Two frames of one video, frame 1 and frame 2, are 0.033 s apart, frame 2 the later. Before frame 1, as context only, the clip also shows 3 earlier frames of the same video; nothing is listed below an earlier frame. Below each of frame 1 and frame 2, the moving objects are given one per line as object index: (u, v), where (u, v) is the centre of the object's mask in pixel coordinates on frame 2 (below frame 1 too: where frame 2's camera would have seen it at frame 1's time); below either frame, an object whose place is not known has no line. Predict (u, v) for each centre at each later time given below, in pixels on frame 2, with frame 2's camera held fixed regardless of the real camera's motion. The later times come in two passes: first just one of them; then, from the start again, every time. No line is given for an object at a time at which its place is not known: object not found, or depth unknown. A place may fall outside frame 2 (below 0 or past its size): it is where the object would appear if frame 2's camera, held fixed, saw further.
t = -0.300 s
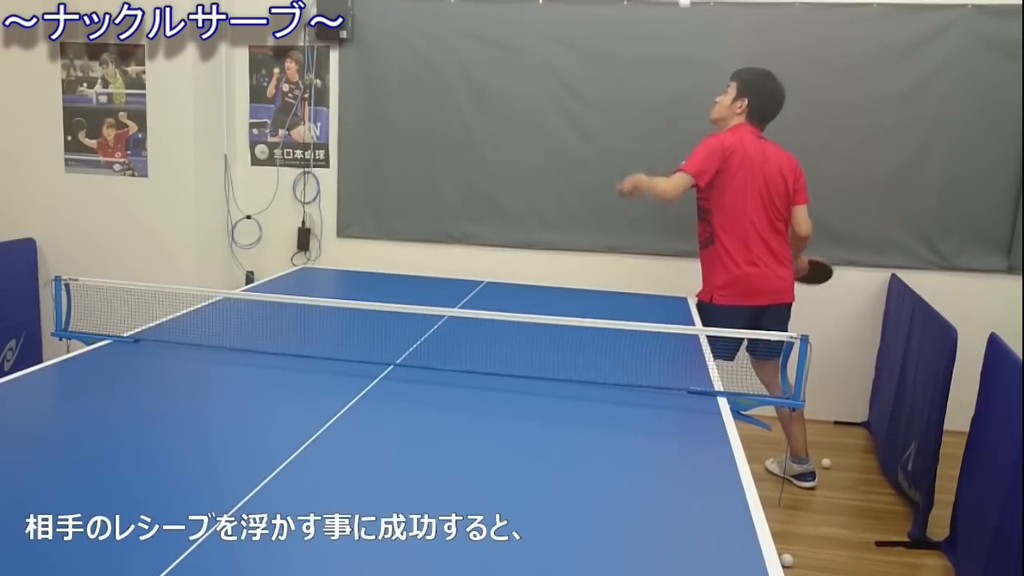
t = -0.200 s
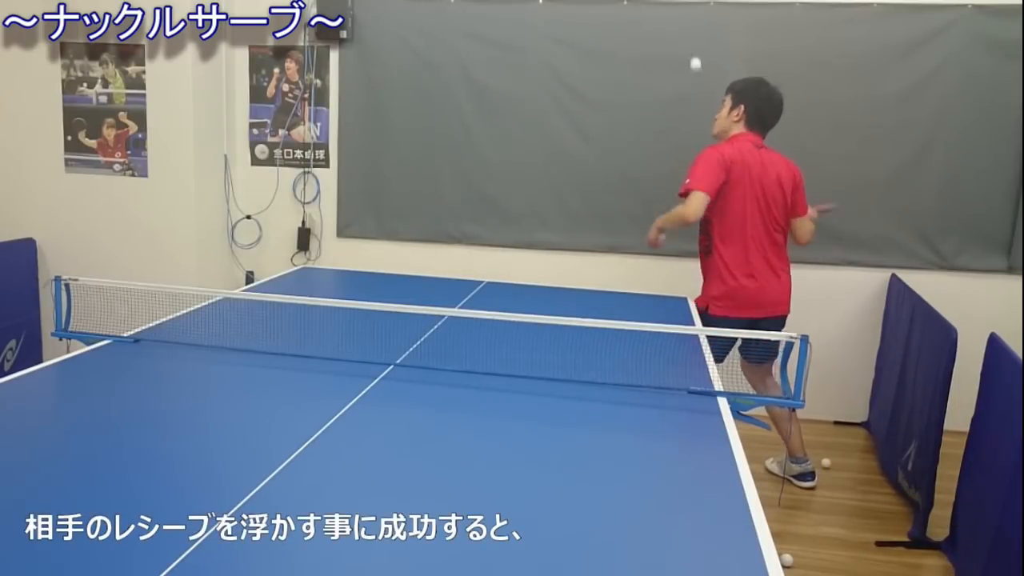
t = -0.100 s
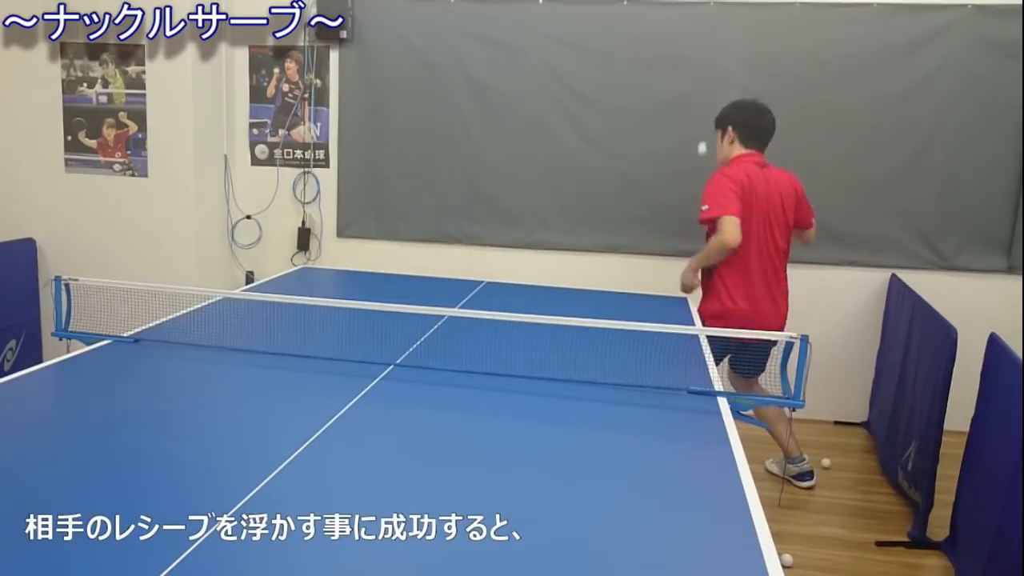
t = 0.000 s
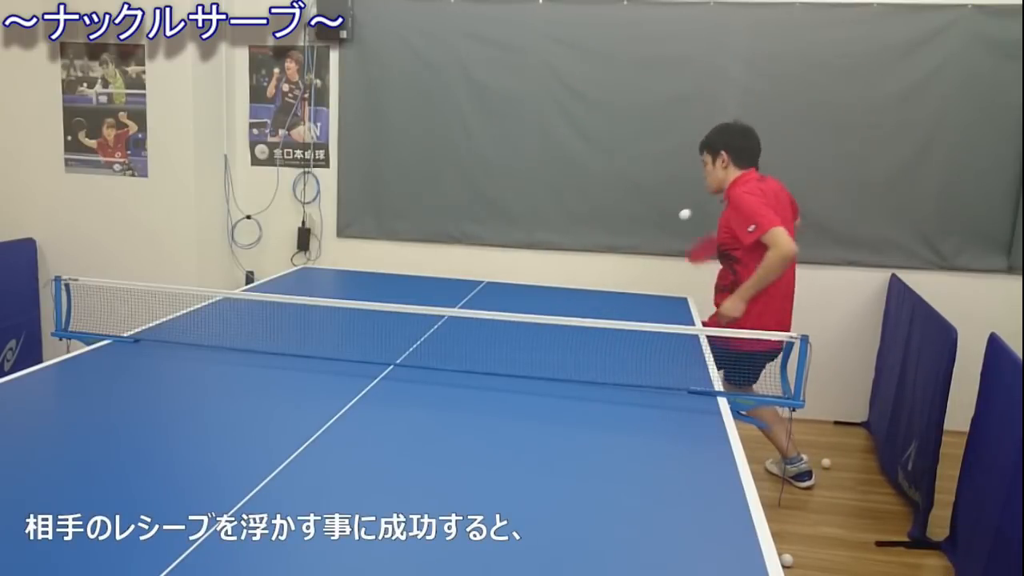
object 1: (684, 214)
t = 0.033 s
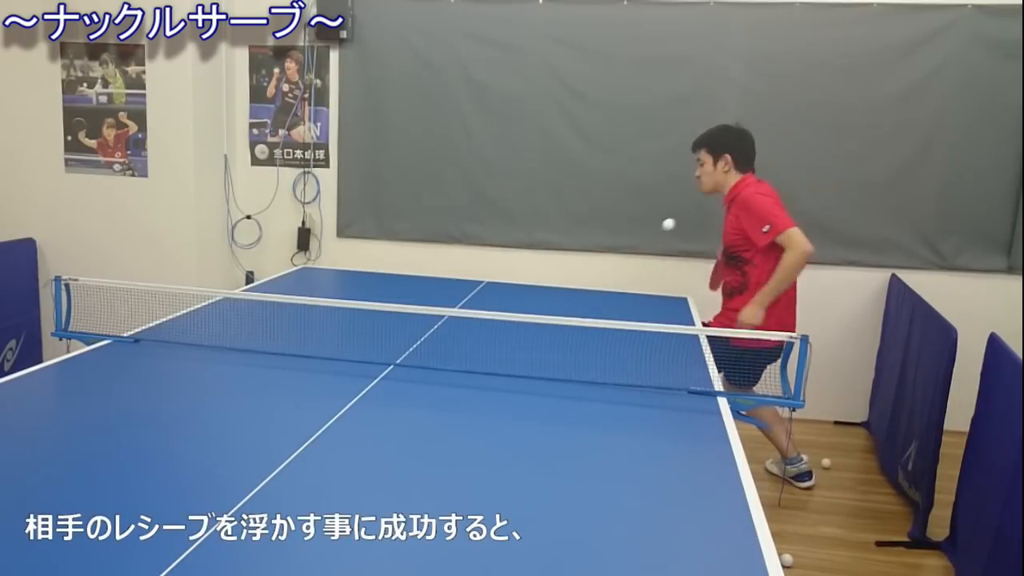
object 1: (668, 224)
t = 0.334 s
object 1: (477, 285)
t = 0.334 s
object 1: (477, 285)
